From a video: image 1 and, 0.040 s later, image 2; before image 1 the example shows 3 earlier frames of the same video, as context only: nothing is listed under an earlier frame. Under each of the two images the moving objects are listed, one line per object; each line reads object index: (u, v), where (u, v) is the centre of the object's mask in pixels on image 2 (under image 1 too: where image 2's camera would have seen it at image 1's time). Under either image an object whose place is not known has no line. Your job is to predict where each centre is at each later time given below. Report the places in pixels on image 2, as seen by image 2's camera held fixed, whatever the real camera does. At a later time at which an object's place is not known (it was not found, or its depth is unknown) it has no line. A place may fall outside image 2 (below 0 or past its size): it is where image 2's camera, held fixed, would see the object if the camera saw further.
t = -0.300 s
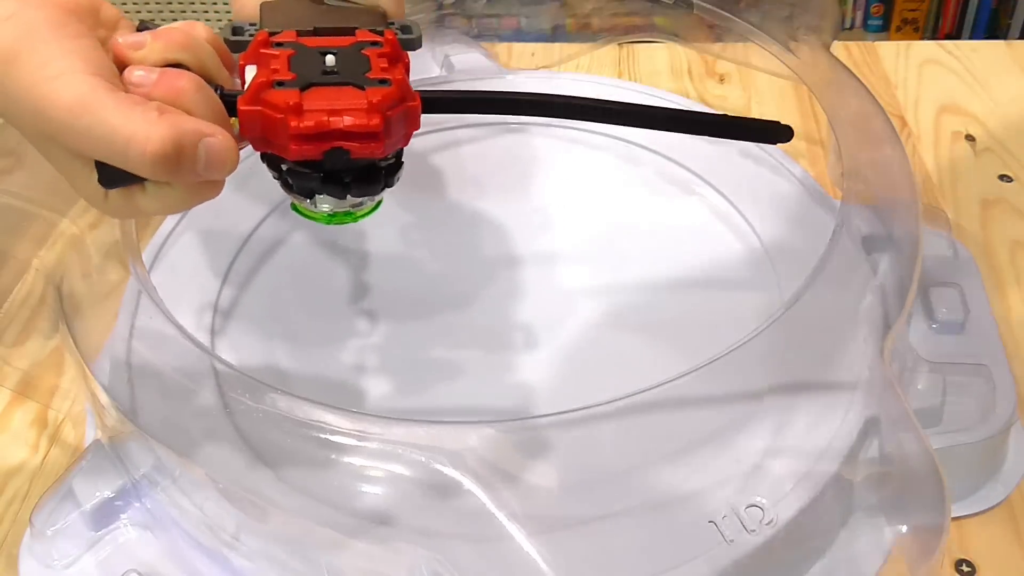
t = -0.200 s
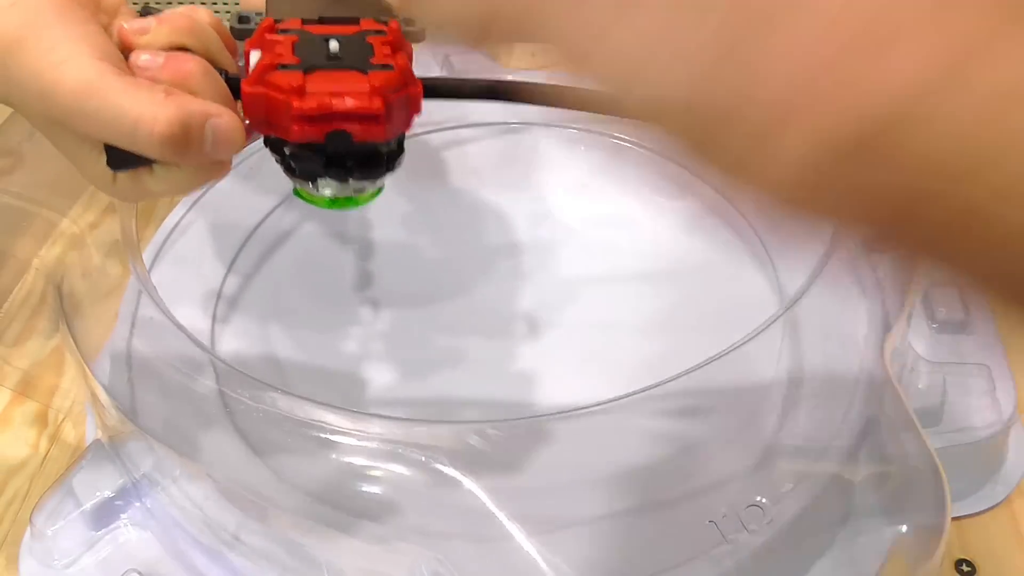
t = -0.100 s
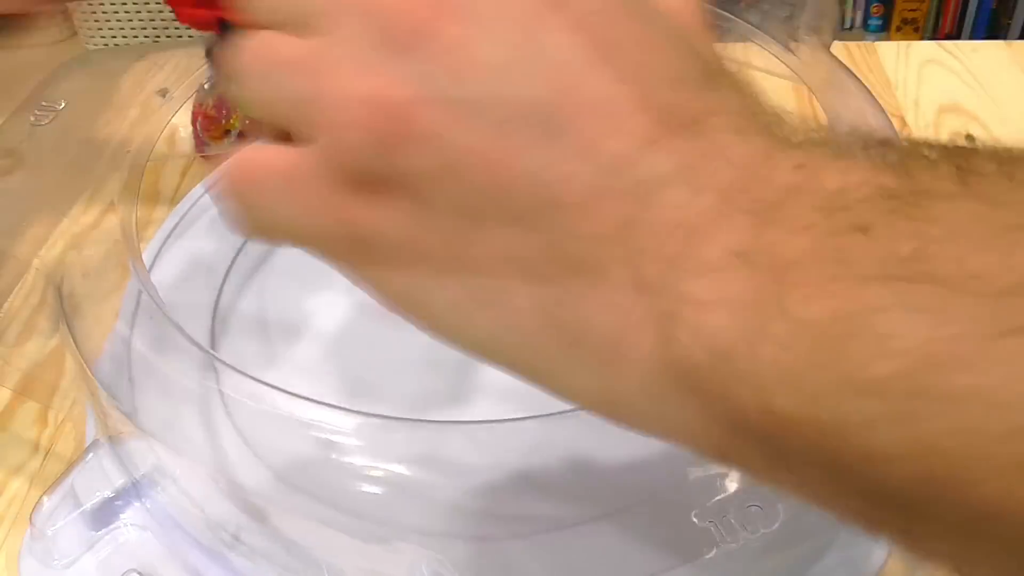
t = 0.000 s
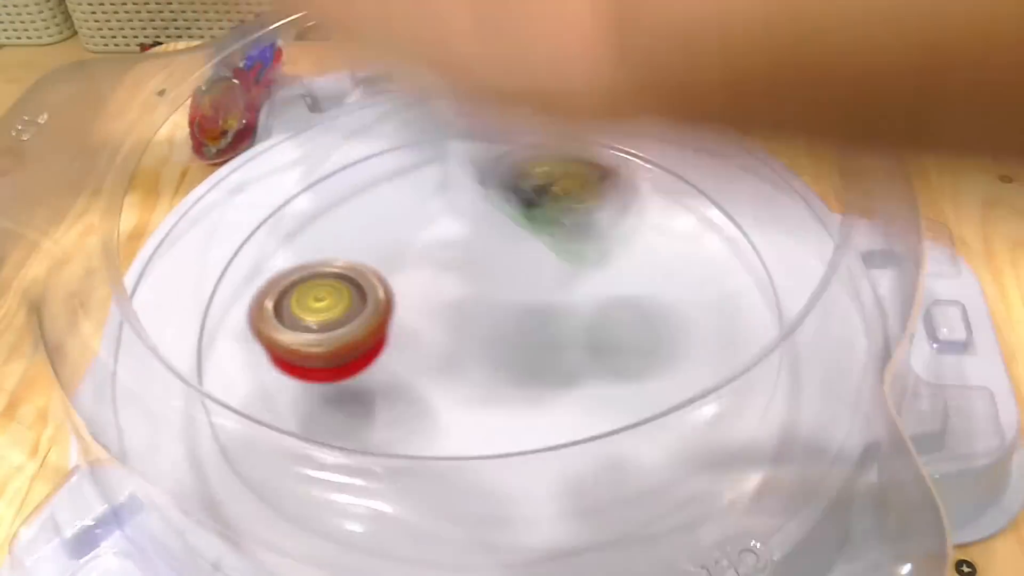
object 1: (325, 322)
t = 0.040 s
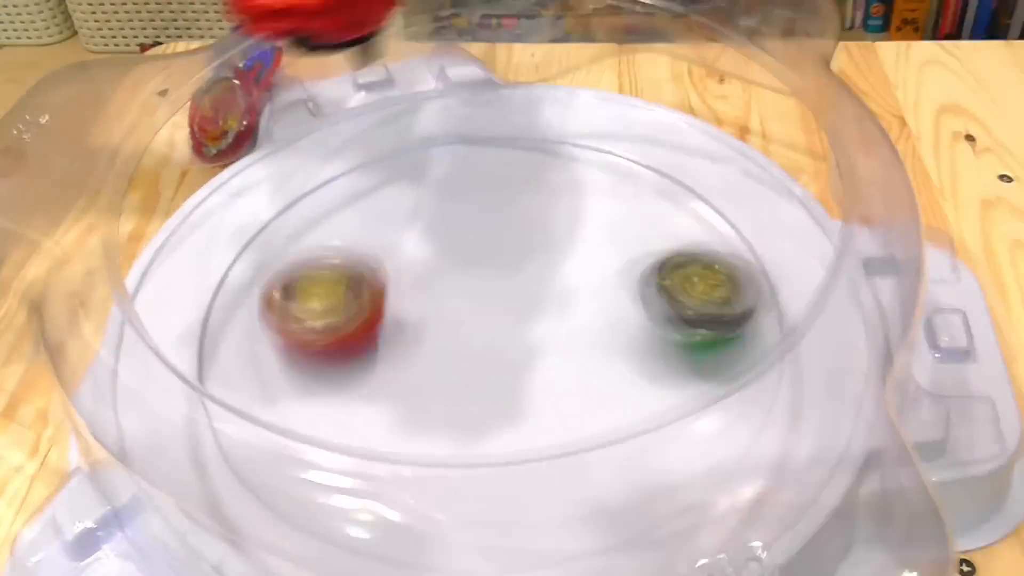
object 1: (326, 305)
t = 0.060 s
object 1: (327, 274)
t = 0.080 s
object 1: (331, 248)
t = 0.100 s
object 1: (337, 228)
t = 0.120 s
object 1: (340, 212)
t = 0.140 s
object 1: (345, 185)
